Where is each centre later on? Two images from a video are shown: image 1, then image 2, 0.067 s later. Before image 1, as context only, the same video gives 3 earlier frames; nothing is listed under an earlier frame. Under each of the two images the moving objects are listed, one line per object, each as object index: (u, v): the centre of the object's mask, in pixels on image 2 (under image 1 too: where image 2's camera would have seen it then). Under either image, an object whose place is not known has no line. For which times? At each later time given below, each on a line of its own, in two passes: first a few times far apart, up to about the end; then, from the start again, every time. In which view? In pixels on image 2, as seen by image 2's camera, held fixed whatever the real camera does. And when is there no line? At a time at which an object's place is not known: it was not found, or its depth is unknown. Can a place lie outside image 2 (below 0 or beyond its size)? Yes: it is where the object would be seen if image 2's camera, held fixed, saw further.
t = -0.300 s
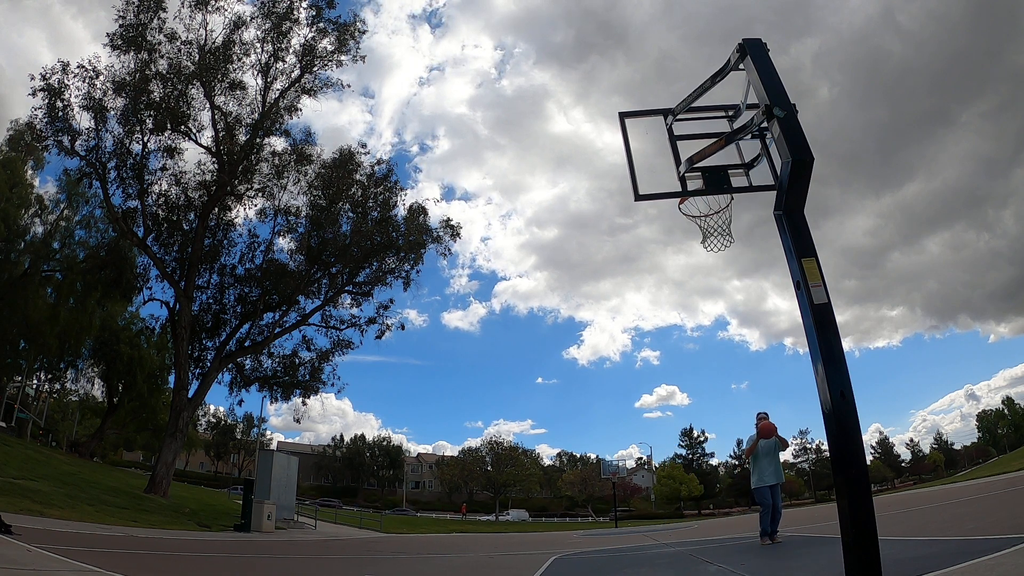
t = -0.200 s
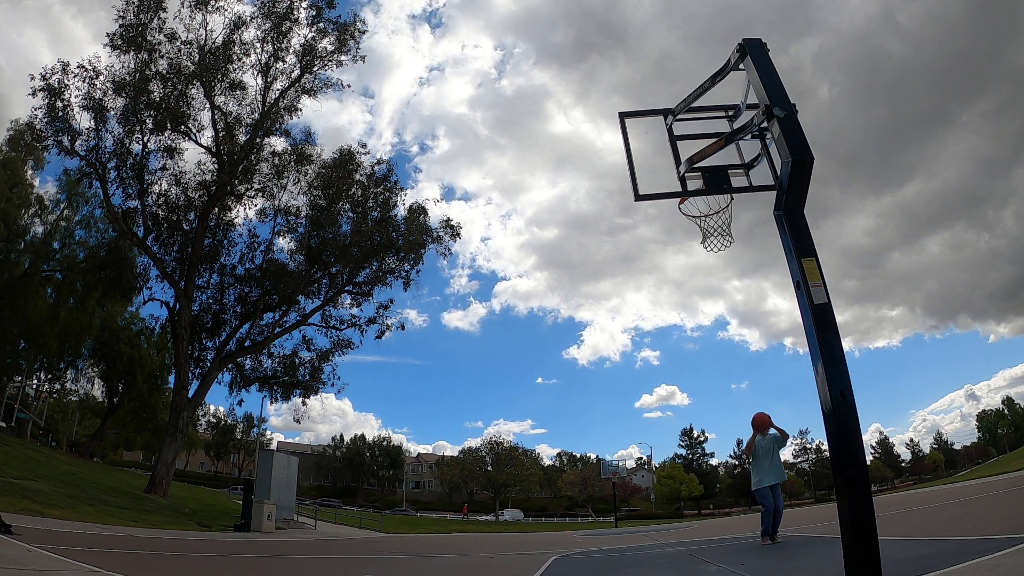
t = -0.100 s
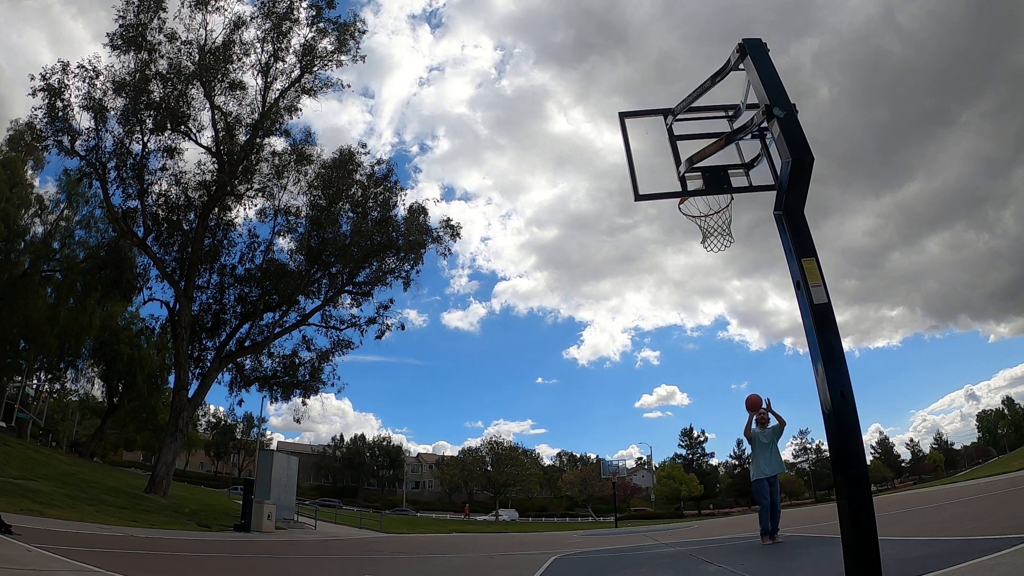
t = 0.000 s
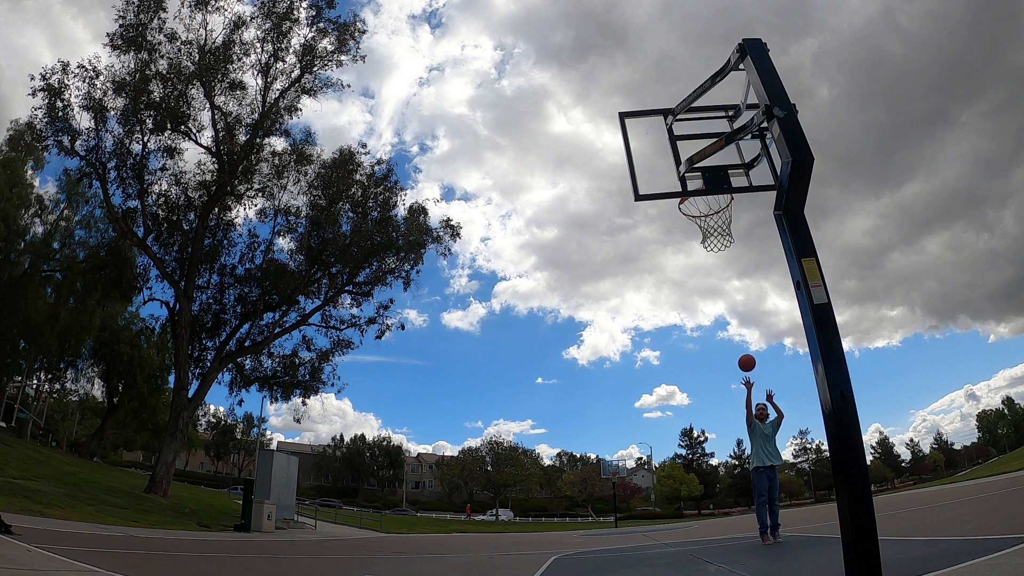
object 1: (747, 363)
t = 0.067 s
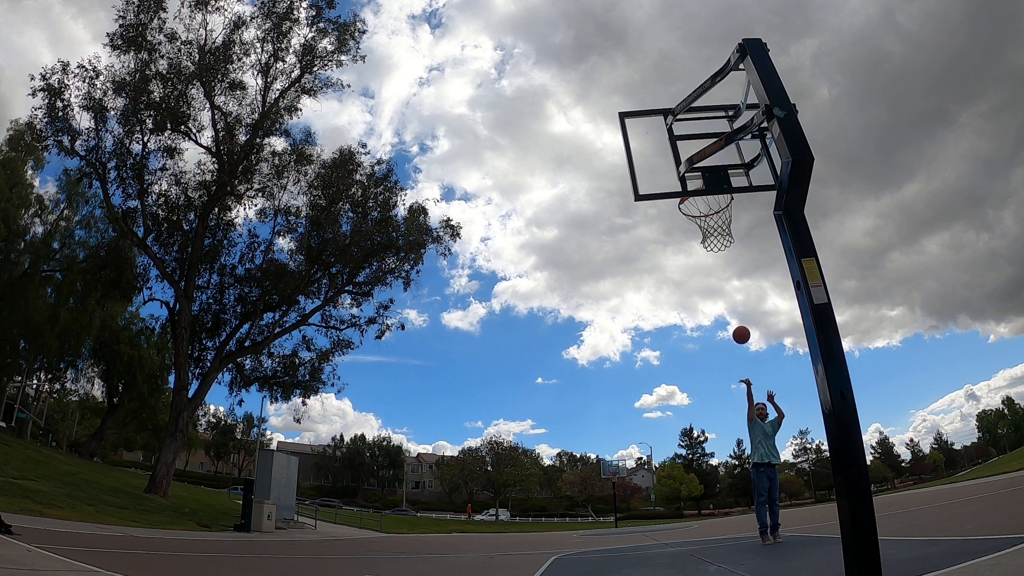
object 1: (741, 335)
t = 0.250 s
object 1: (727, 270)
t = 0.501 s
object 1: (713, 213)
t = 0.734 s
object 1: (706, 200)
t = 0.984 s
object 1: (708, 222)
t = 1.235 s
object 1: (711, 264)
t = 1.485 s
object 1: (729, 406)
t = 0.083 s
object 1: (740, 328)
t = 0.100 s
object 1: (739, 322)
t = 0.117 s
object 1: (737, 315)
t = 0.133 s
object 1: (736, 309)
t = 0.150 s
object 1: (735, 303)
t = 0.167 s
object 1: (733, 297)
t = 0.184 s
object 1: (732, 292)
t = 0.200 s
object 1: (731, 286)
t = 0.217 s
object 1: (729, 281)
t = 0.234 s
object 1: (728, 275)
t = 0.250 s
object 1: (727, 270)
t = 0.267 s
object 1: (726, 265)
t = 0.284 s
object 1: (725, 261)
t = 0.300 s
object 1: (724, 257)
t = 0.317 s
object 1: (723, 252)
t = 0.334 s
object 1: (722, 248)
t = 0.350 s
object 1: (720, 244)
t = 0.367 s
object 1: (720, 240)
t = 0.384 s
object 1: (719, 236)
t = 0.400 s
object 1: (718, 232)
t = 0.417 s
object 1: (717, 228)
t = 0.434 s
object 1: (716, 225)
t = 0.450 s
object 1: (715, 221)
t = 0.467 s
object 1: (714, 219)
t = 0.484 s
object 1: (714, 215)
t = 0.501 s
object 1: (713, 213)
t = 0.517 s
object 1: (712, 210)
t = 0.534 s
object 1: (711, 208)
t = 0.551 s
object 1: (710, 205)
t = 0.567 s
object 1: (710, 204)
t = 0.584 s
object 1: (710, 204)
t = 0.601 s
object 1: (709, 203)
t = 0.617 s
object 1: (708, 202)
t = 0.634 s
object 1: (708, 201)
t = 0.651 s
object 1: (707, 201)
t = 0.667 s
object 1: (707, 200)
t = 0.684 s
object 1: (707, 200)
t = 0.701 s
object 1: (706, 200)
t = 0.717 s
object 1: (706, 200)
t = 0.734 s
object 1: (706, 200)
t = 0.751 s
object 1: (706, 200)
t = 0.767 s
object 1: (706, 200)
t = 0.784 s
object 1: (706, 200)
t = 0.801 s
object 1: (706, 201)
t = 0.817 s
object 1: (706, 201)
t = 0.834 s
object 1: (706, 202)
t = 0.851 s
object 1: (706, 203)
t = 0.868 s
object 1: (706, 204)
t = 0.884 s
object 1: (707, 205)
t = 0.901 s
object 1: (707, 207)
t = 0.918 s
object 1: (707, 209)
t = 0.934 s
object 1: (707, 211)
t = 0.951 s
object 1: (708, 215)
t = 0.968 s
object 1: (707, 216)
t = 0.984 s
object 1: (708, 222)
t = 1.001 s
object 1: (708, 220)
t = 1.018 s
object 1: (707, 219)
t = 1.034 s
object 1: (707, 220)
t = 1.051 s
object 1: (707, 222)
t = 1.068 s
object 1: (707, 224)
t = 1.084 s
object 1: (707, 227)
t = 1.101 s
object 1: (707, 230)
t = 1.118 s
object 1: (708, 233)
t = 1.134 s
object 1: (708, 236)
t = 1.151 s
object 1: (708, 240)
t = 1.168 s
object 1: (709, 244)
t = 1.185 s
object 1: (709, 249)
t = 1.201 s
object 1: (710, 253)
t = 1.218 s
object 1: (711, 259)
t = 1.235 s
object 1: (711, 264)
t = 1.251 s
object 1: (712, 271)
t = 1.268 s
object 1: (713, 277)
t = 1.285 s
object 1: (714, 284)
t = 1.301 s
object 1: (715, 291)
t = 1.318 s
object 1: (716, 299)
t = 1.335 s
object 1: (717, 307)
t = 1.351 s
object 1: (718, 316)
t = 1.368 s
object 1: (719, 326)
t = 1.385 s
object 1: (720, 335)
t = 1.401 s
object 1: (722, 346)
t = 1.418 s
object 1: (723, 357)
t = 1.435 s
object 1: (724, 368)
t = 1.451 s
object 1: (726, 380)
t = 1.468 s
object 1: (727, 393)
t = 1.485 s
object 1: (729, 406)
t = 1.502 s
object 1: (730, 420)
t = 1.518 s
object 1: (731, 435)
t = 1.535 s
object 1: (733, 450)
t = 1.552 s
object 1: (734, 466)
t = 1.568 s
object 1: (735, 483)
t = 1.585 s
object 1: (737, 500)
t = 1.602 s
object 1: (738, 517)
